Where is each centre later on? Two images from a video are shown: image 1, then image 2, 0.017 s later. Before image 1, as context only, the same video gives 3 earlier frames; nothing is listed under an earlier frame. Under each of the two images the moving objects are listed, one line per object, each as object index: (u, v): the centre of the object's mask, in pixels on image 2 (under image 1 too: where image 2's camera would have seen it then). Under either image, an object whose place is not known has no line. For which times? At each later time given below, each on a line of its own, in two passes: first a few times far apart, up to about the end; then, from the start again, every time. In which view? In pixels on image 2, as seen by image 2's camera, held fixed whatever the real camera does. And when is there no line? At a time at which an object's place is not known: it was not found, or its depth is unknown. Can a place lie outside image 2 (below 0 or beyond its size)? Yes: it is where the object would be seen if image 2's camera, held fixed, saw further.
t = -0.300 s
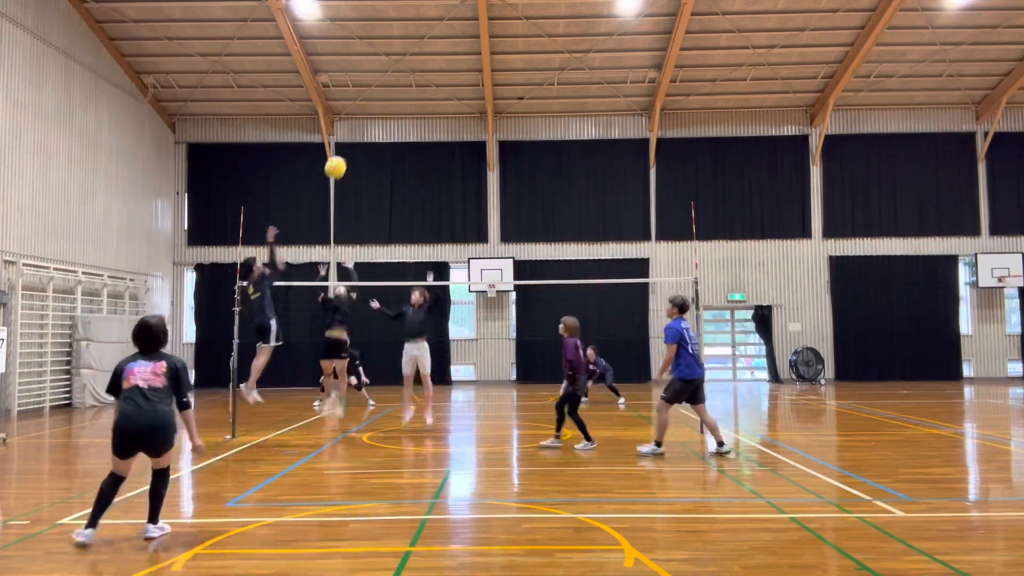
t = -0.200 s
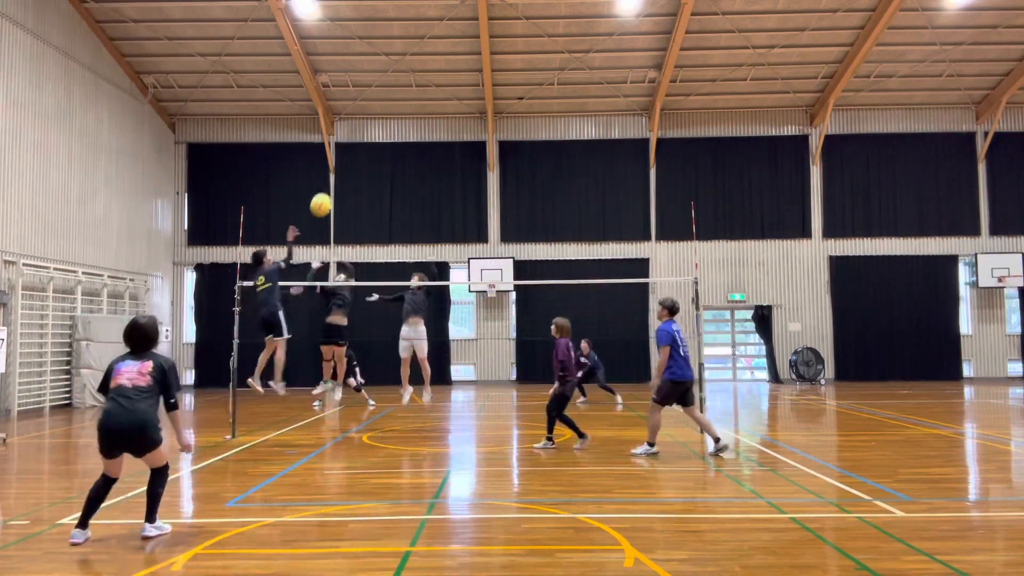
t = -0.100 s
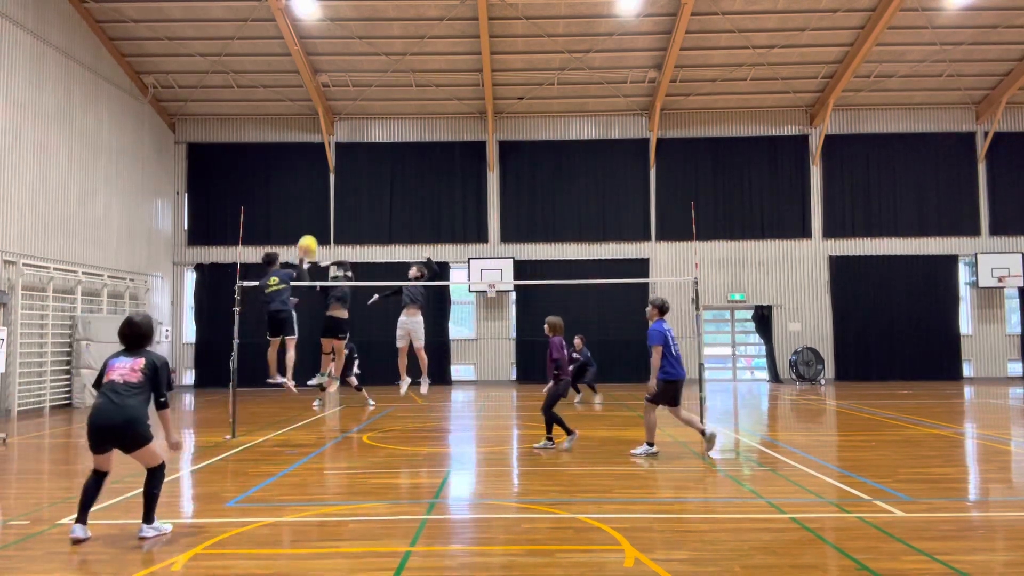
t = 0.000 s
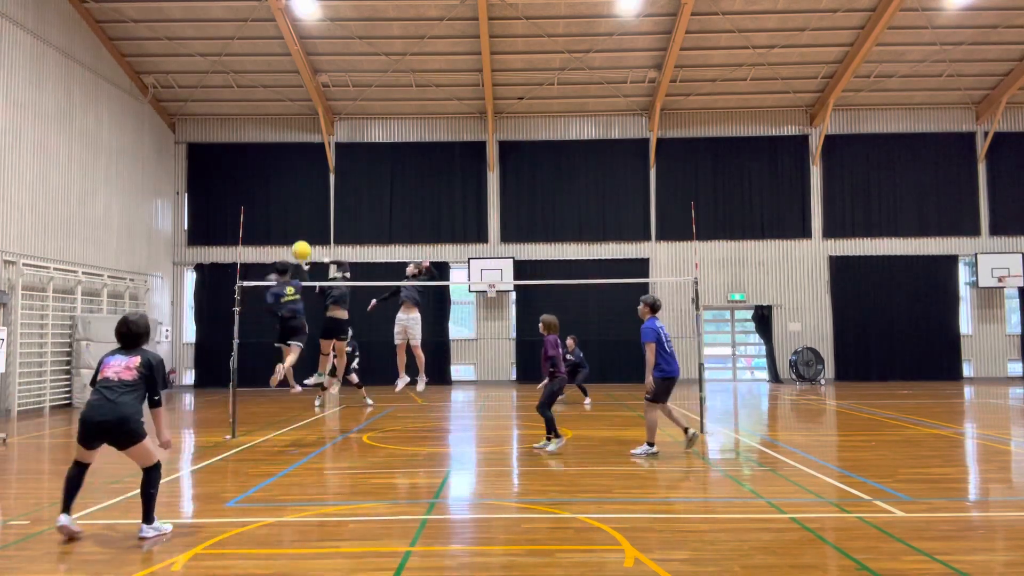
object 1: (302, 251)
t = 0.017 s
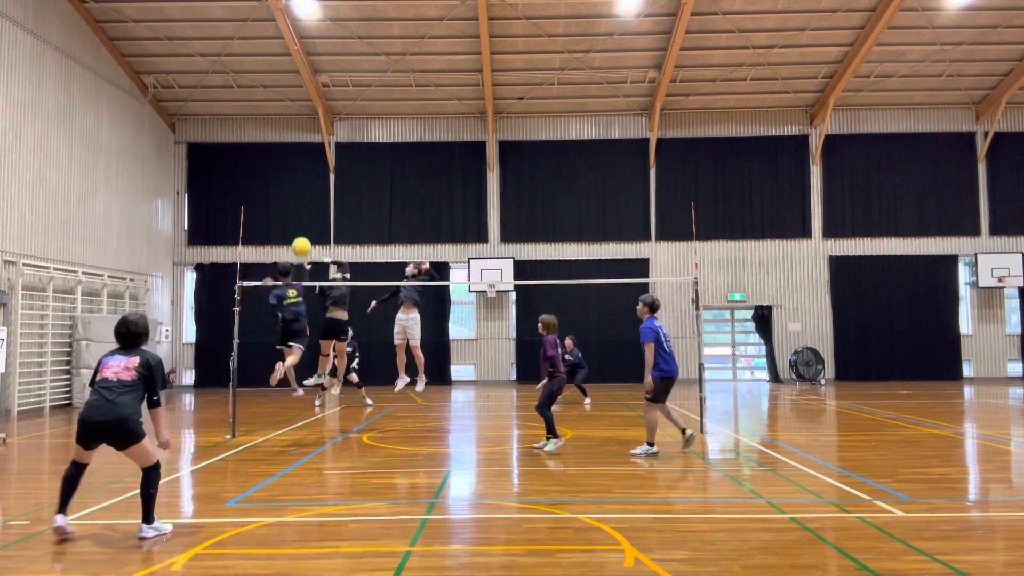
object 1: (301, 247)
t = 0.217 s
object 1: (302, 217)
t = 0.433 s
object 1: (304, 216)
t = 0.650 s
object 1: (305, 252)
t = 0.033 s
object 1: (302, 243)
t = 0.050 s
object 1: (301, 240)
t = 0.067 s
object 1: (302, 237)
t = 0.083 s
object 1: (302, 234)
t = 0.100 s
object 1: (302, 231)
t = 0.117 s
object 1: (302, 229)
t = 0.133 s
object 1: (302, 226)
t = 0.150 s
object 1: (302, 224)
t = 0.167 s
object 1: (302, 222)
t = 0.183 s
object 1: (302, 220)
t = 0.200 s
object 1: (302, 218)
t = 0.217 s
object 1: (302, 217)
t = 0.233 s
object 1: (302, 216)
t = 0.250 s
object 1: (302, 215)
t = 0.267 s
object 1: (303, 214)
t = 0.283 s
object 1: (303, 213)
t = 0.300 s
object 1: (303, 212)
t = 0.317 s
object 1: (303, 212)
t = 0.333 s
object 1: (303, 212)
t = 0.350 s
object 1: (303, 212)
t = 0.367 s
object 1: (303, 212)
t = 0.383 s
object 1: (303, 213)
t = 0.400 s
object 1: (303, 214)
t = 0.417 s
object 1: (304, 215)
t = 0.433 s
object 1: (304, 216)
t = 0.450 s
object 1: (304, 217)
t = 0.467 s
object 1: (304, 219)
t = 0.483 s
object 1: (305, 221)
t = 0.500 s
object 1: (304, 223)
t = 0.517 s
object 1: (305, 225)
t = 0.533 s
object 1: (305, 227)
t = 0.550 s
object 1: (305, 230)
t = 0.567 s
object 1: (305, 233)
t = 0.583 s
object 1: (305, 236)
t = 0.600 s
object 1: (305, 239)
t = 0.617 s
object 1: (306, 243)
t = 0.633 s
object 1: (305, 247)
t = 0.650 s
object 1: (305, 252)
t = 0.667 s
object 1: (305, 257)
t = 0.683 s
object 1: (306, 262)
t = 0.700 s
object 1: (305, 266)
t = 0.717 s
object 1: (306, 271)
